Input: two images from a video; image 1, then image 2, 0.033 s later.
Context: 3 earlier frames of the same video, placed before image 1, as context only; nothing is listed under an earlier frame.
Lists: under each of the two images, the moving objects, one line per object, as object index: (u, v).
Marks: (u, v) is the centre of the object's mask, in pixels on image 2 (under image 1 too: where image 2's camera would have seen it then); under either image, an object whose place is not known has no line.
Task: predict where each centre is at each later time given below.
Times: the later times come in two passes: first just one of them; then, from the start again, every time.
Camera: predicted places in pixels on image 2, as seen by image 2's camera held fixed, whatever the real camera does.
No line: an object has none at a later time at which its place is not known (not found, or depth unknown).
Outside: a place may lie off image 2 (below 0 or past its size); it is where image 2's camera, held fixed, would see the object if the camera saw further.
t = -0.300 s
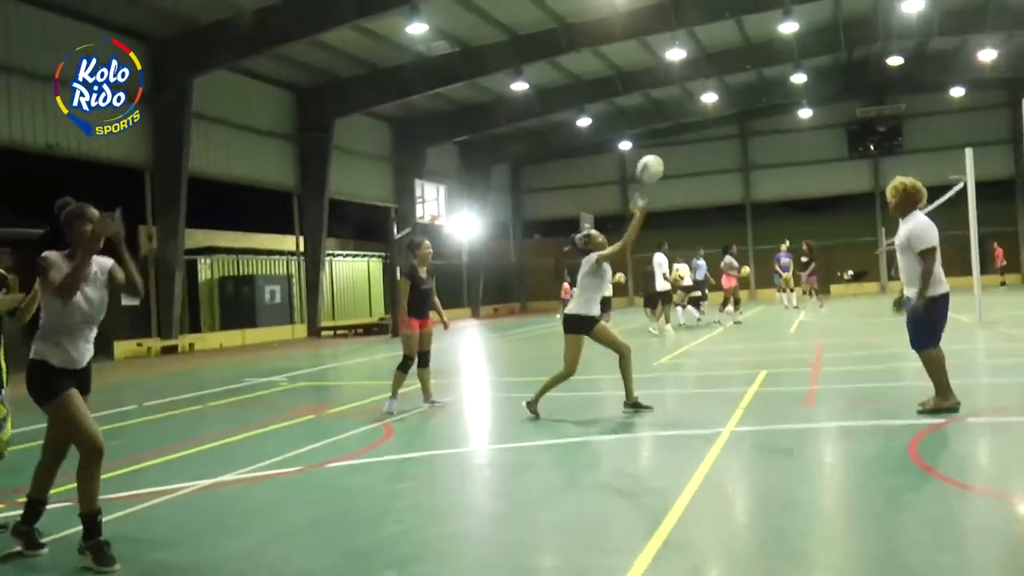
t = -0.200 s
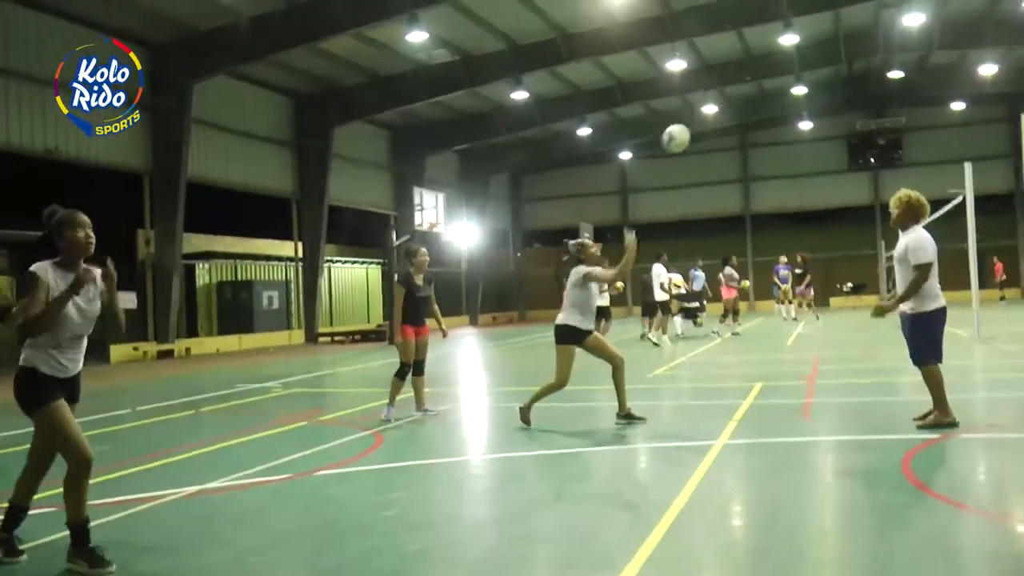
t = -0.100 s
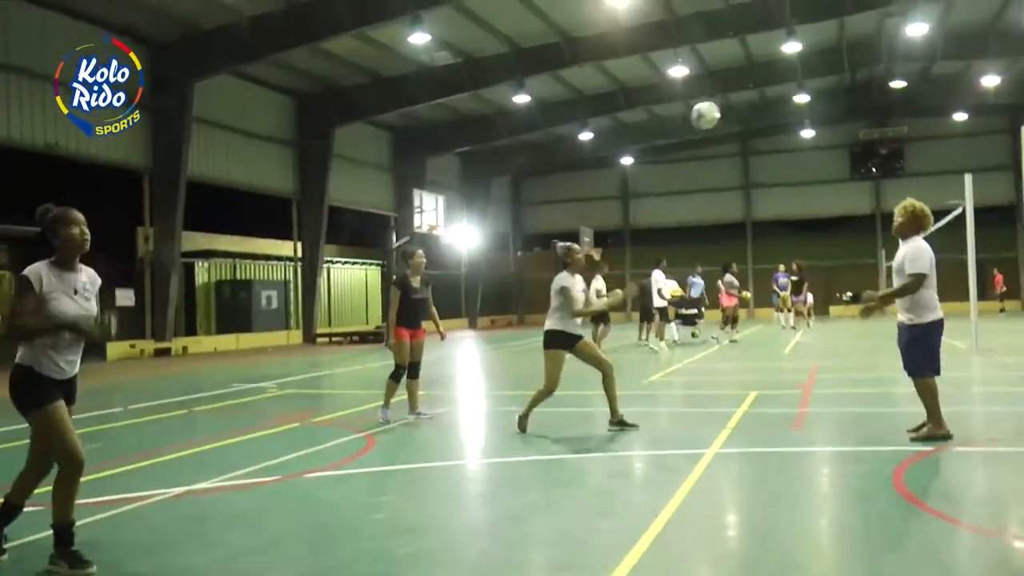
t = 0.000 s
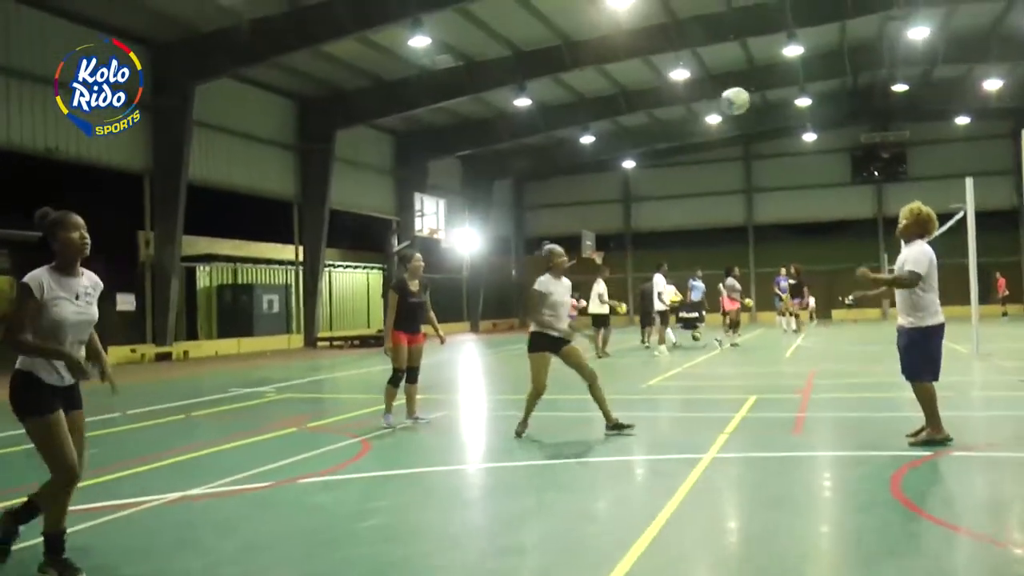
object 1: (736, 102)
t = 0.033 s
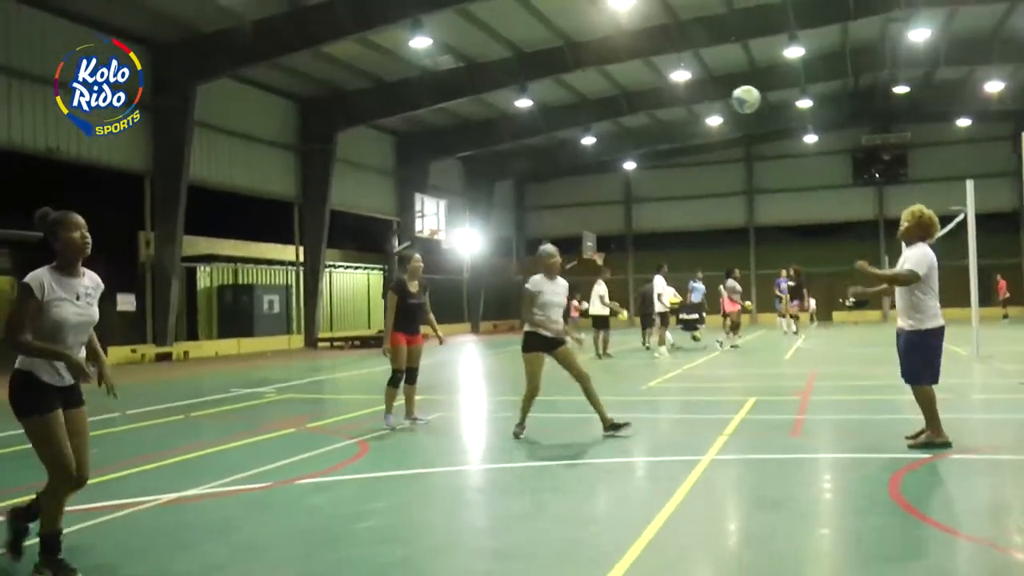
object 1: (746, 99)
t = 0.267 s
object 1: (820, 114)
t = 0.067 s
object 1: (756, 97)
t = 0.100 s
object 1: (765, 96)
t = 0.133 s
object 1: (775, 97)
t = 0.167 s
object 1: (785, 99)
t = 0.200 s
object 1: (796, 103)
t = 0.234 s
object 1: (806, 108)
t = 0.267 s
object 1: (820, 114)
